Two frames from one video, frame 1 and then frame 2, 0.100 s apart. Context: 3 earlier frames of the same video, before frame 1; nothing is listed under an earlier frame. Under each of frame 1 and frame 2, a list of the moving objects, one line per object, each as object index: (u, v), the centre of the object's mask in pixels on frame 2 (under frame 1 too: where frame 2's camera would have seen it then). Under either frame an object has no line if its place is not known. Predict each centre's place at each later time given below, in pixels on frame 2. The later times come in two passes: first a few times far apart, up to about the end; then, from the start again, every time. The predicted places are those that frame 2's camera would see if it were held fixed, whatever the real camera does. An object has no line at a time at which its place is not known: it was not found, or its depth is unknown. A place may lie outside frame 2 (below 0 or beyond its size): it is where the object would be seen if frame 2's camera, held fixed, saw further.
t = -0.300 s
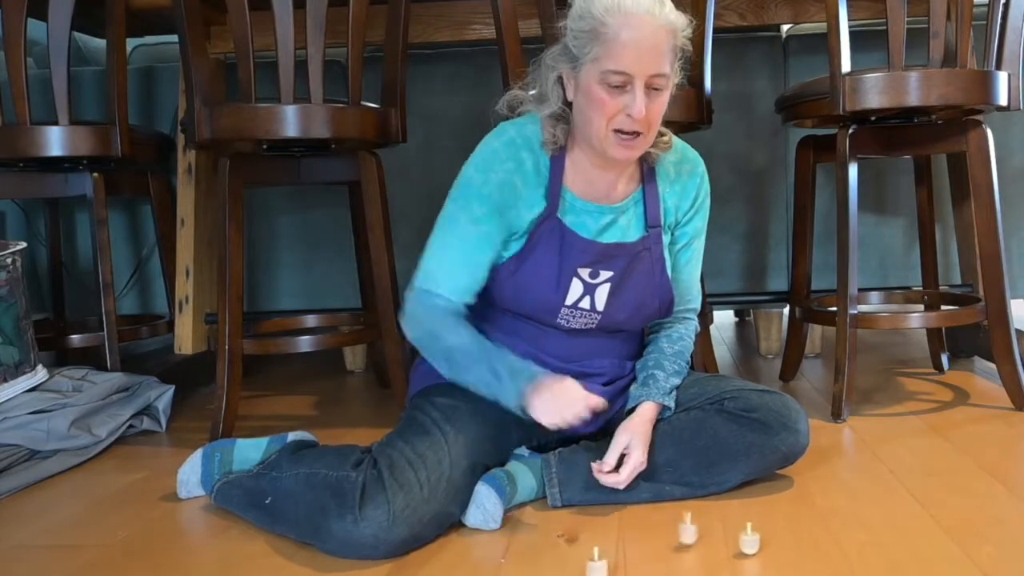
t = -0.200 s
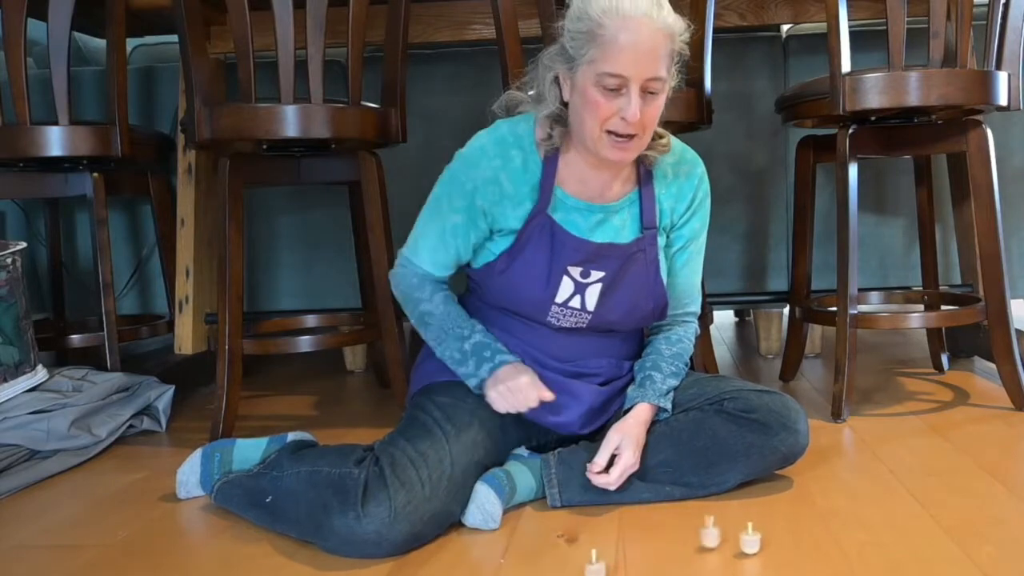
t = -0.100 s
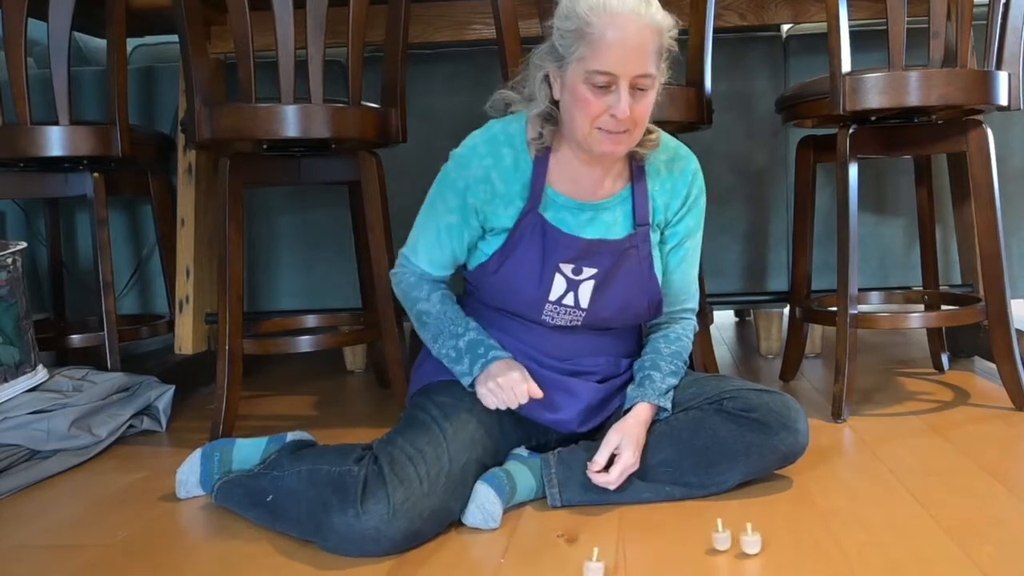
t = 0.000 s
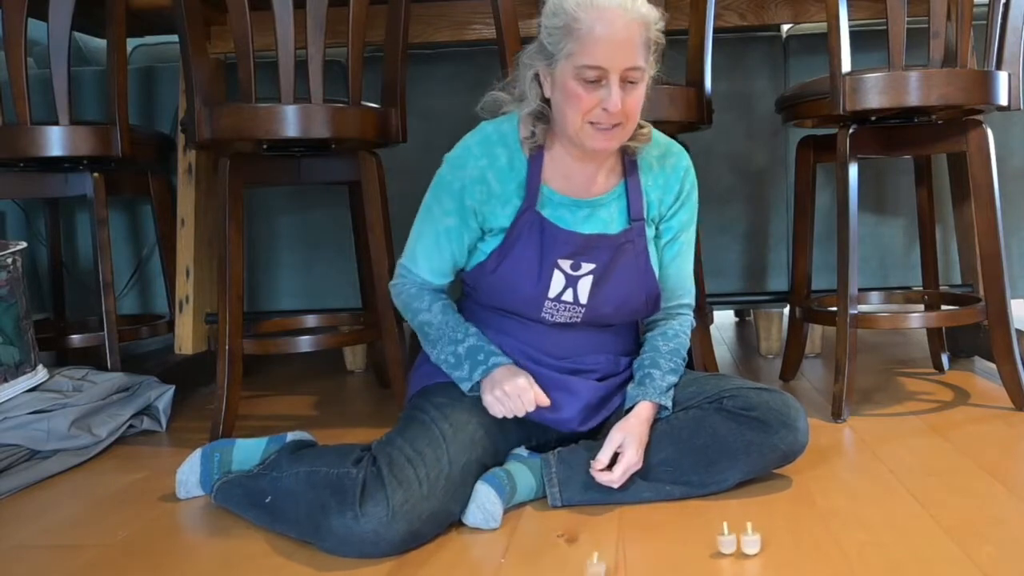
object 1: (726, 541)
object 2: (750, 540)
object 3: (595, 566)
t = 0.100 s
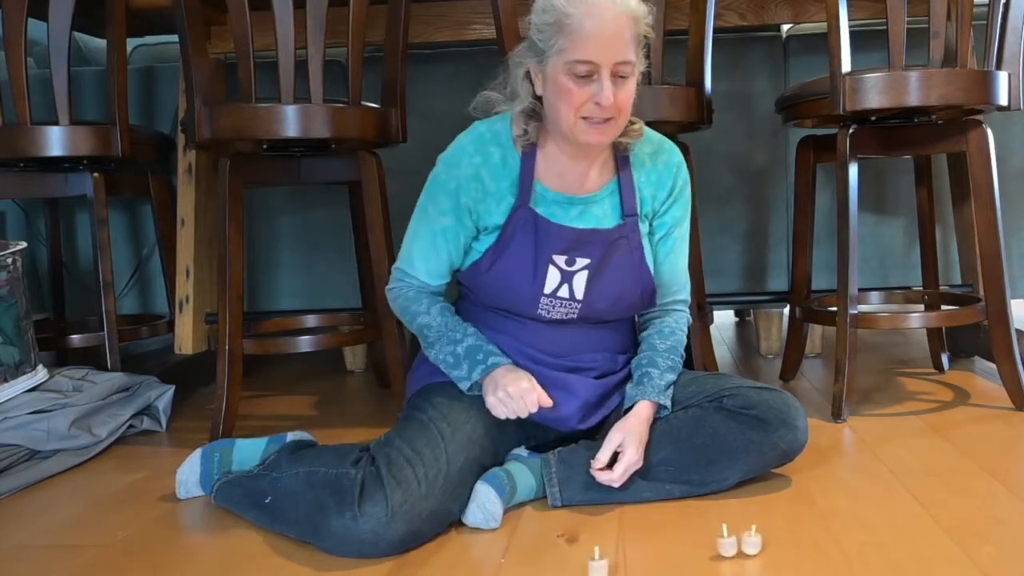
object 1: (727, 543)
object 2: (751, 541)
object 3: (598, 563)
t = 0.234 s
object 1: (726, 547)
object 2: (750, 542)
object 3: (595, 565)
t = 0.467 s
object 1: (715, 548)
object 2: (750, 542)
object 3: (588, 565)
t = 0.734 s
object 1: (706, 544)
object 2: (750, 543)
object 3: (583, 565)
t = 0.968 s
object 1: (709, 541)
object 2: (747, 543)
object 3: (585, 566)
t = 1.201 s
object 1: (714, 540)
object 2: (746, 543)
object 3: (591, 568)
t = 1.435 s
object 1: (710, 541)
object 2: (745, 541)
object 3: (607, 567)
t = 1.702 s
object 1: (703, 540)
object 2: (744, 540)
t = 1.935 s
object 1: (704, 538)
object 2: (742, 541)
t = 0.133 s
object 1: (726, 544)
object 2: (751, 542)
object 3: (598, 564)
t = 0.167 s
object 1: (727, 545)
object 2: (751, 542)
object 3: (597, 565)
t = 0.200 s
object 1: (726, 546)
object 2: (750, 542)
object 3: (597, 565)
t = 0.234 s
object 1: (726, 547)
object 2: (750, 542)
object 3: (595, 565)
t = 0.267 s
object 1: (724, 547)
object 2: (751, 542)
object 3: (594, 565)
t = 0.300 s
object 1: (723, 548)
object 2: (751, 542)
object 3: (594, 565)
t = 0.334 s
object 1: (721, 548)
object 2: (751, 542)
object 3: (593, 565)
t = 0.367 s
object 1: (719, 548)
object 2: (751, 542)
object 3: (592, 565)
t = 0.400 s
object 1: (718, 548)
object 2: (750, 542)
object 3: (591, 565)
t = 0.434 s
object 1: (716, 548)
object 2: (750, 542)
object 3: (589, 565)
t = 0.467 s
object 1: (715, 548)
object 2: (750, 542)
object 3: (588, 565)
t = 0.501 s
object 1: (713, 547)
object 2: (750, 542)
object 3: (588, 564)
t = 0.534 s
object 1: (712, 547)
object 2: (750, 542)
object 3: (588, 564)
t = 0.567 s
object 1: (710, 547)
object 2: (750, 542)
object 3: (588, 566)
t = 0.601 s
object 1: (709, 546)
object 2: (750, 542)
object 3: (586, 564)
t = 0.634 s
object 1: (708, 546)
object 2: (750, 542)
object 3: (584, 565)
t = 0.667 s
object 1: (707, 545)
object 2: (750, 542)
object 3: (583, 565)
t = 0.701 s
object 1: (706, 544)
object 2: (750, 543)
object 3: (582, 565)
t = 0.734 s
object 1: (706, 544)
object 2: (750, 543)
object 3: (583, 565)
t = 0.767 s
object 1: (706, 543)
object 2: (749, 543)
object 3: (583, 565)
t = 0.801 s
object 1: (706, 543)
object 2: (749, 543)
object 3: (583, 566)
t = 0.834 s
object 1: (706, 542)
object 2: (748, 543)
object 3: (582, 566)
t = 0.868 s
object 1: (706, 542)
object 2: (748, 544)
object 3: (581, 566)
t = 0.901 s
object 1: (707, 541)
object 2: (748, 543)
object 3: (582, 566)
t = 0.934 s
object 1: (708, 541)
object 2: (747, 543)
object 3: (584, 566)
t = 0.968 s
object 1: (709, 541)
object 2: (747, 543)
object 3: (585, 566)
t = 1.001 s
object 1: (710, 540)
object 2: (747, 543)
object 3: (586, 567)
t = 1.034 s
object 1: (711, 540)
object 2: (746, 543)
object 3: (584, 567)
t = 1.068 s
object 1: (712, 540)
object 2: (746, 542)
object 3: (585, 566)
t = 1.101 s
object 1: (713, 540)
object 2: (746, 543)
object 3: (588, 566)
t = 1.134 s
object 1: (713, 540)
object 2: (746, 543)
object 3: (591, 567)
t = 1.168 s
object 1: (713, 540)
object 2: (745, 543)
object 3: (592, 568)
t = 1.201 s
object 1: (714, 540)
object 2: (746, 543)
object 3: (591, 568)
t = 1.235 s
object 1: (714, 540)
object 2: (745, 542)
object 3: (594, 567)
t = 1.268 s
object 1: (714, 541)
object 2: (745, 542)
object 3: (599, 566)
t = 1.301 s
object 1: (714, 541)
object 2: (744, 542)
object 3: (601, 568)
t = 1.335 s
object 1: (713, 541)
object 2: (744, 542)
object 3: (602, 568)
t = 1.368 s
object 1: (712, 541)
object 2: (744, 541)
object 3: (604, 565)
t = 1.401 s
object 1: (712, 541)
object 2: (744, 541)
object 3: (610, 567)
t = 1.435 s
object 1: (710, 541)
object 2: (745, 541)
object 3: (607, 567)
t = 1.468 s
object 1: (709, 541)
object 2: (745, 541)
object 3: (614, 565)
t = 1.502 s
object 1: (708, 541)
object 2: (744, 541)
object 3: (617, 570)
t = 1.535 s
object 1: (707, 541)
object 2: (744, 541)
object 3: (613, 568)
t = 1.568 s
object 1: (706, 541)
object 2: (744, 541)
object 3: (623, 567)
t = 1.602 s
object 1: (705, 541)
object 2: (744, 541)
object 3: (622, 571)
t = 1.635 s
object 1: (704, 541)
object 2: (744, 541)
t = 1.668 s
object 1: (703, 540)
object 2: (745, 540)
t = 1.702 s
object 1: (703, 540)
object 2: (744, 540)
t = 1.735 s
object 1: (702, 539)
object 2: (744, 540)
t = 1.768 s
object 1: (702, 539)
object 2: (743, 540)
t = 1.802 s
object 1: (702, 539)
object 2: (743, 540)
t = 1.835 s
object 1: (703, 538)
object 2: (743, 540)
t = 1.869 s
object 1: (703, 538)
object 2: (742, 540)
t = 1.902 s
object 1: (703, 538)
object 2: (743, 540)
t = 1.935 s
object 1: (704, 538)
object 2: (742, 541)
